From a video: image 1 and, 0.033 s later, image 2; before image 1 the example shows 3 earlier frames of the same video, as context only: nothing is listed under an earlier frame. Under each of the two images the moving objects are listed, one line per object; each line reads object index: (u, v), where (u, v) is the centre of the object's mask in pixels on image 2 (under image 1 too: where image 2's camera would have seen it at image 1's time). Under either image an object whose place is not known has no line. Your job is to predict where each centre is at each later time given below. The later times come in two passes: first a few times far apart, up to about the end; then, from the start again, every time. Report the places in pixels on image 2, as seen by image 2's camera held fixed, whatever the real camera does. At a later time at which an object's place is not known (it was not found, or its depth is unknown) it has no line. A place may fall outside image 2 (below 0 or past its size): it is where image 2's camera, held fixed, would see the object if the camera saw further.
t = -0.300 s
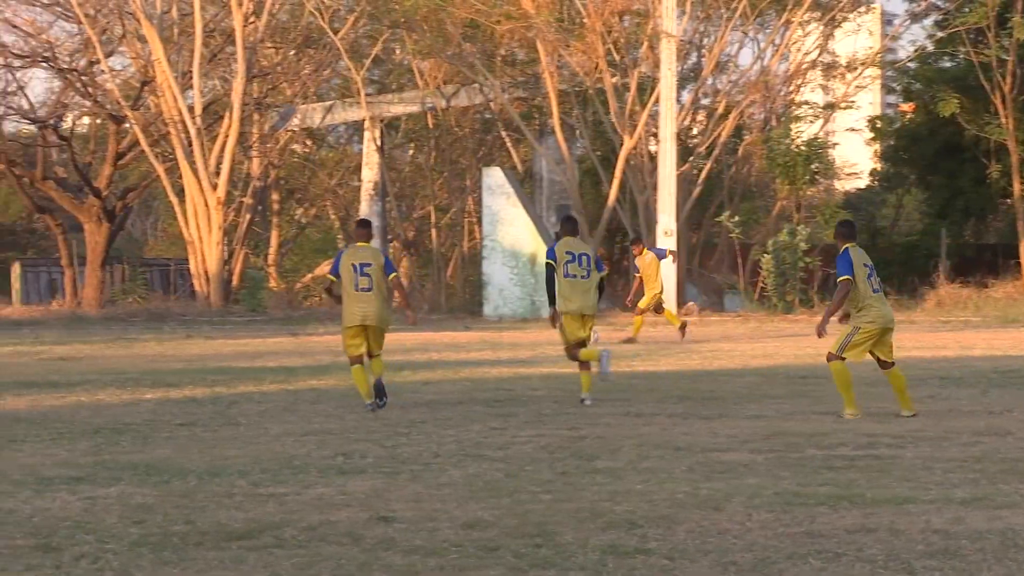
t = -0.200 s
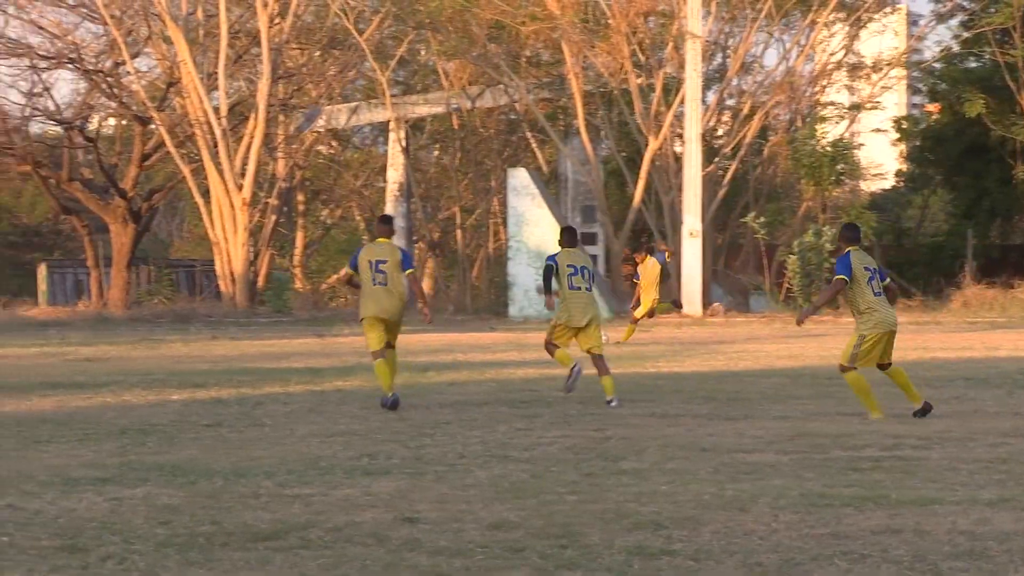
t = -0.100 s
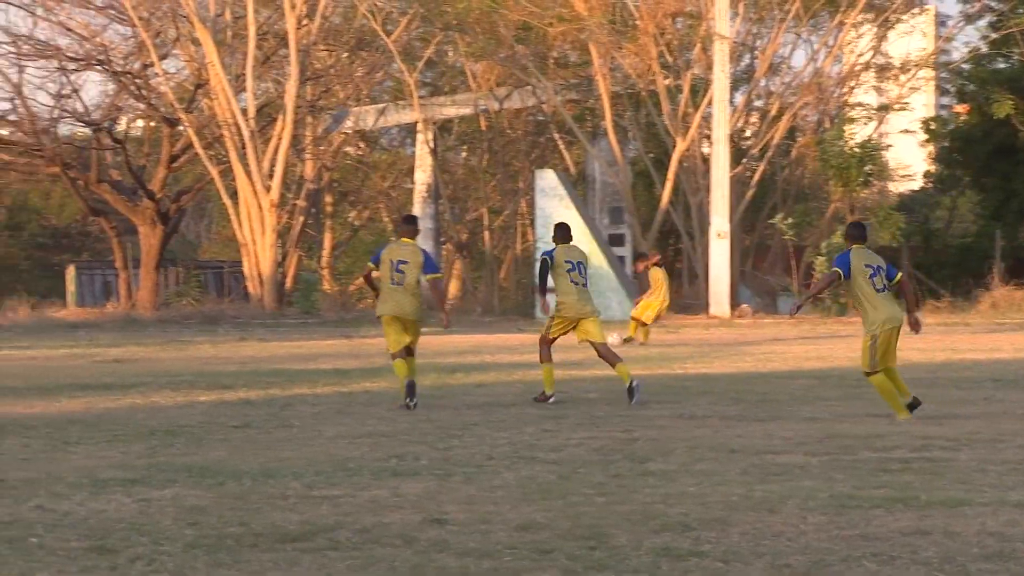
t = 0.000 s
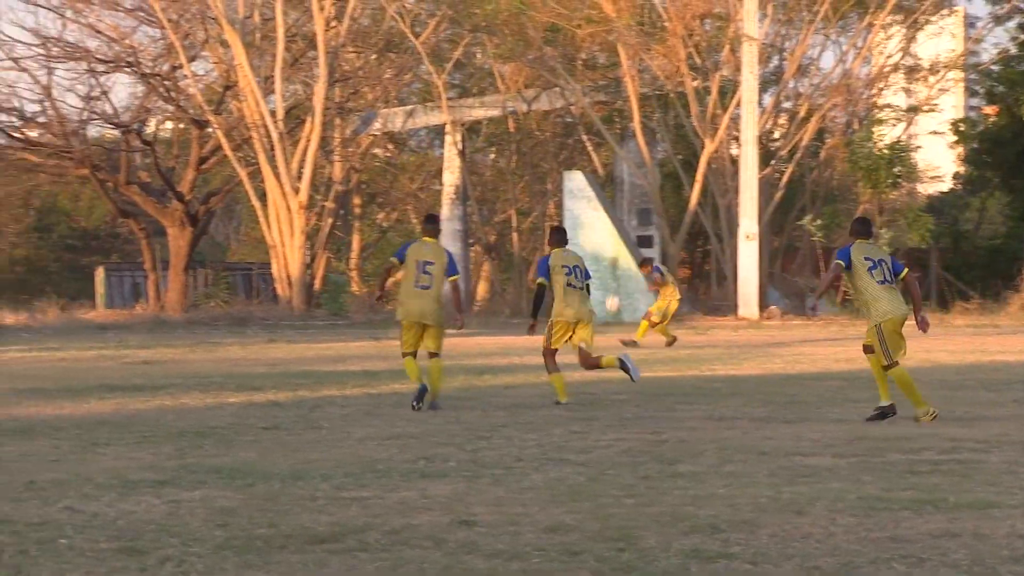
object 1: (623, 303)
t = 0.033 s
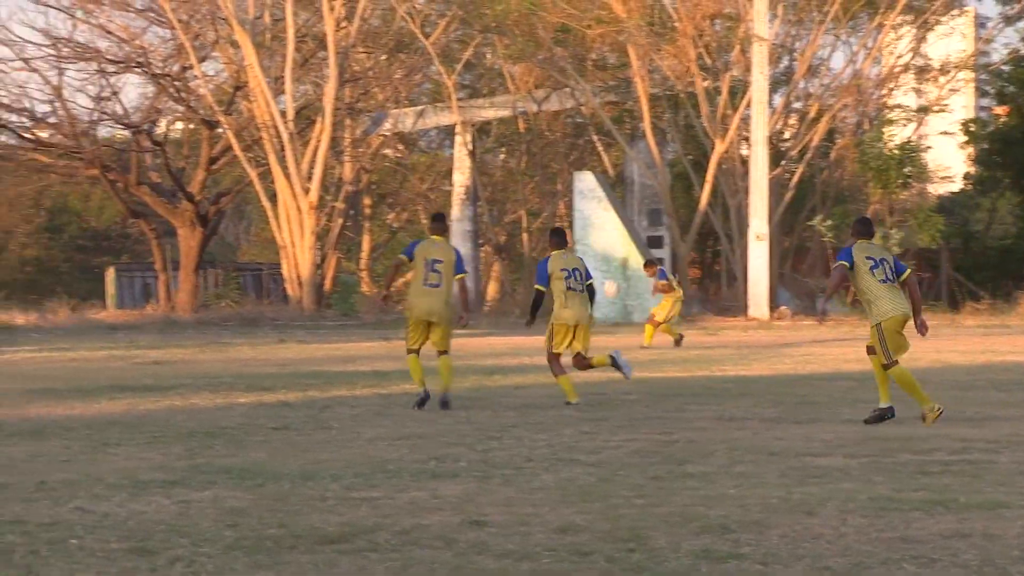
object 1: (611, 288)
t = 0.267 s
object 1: (536, 193)
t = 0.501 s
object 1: (471, 127)
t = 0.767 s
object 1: (407, 99)
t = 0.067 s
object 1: (600, 273)
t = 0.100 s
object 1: (589, 259)
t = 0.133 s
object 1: (577, 245)
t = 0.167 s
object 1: (566, 230)
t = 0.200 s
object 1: (556, 217)
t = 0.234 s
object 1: (546, 205)
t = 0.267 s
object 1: (536, 193)
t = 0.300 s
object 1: (526, 181)
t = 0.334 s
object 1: (516, 170)
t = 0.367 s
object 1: (506, 160)
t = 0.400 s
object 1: (497, 150)
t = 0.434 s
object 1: (488, 142)
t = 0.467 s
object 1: (479, 134)
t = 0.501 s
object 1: (471, 127)
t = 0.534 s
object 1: (462, 121)
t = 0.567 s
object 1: (452, 114)
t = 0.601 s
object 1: (444, 110)
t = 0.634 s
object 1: (437, 105)
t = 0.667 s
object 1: (430, 102)
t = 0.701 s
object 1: (422, 100)
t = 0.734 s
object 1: (415, 99)
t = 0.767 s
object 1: (407, 99)
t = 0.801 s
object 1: (400, 99)
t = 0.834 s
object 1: (394, 101)
